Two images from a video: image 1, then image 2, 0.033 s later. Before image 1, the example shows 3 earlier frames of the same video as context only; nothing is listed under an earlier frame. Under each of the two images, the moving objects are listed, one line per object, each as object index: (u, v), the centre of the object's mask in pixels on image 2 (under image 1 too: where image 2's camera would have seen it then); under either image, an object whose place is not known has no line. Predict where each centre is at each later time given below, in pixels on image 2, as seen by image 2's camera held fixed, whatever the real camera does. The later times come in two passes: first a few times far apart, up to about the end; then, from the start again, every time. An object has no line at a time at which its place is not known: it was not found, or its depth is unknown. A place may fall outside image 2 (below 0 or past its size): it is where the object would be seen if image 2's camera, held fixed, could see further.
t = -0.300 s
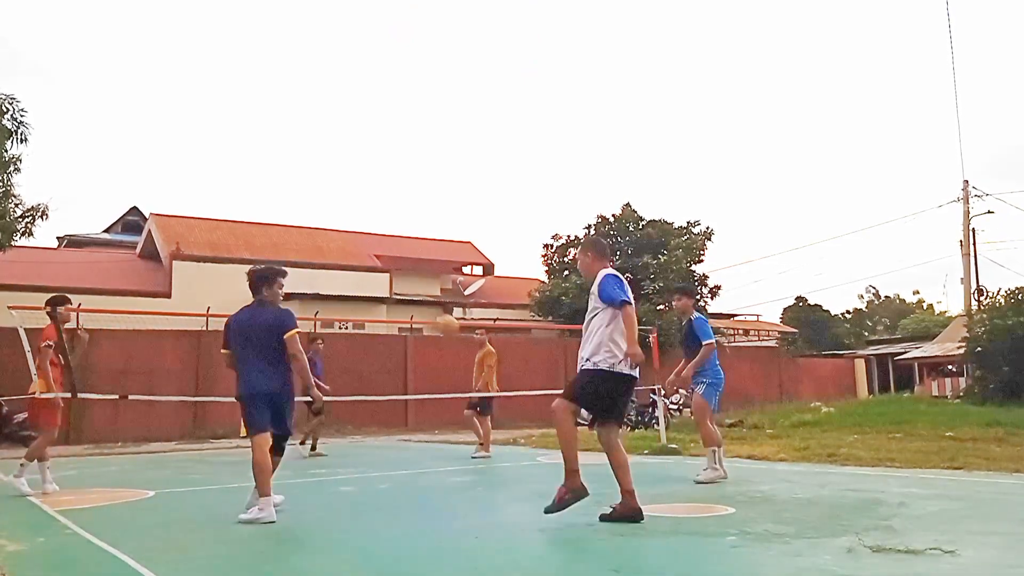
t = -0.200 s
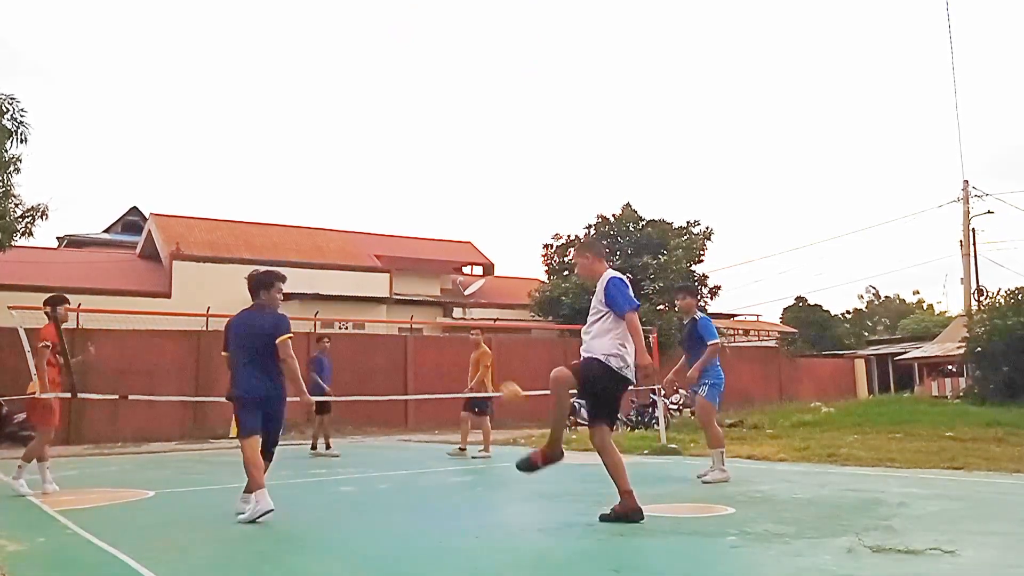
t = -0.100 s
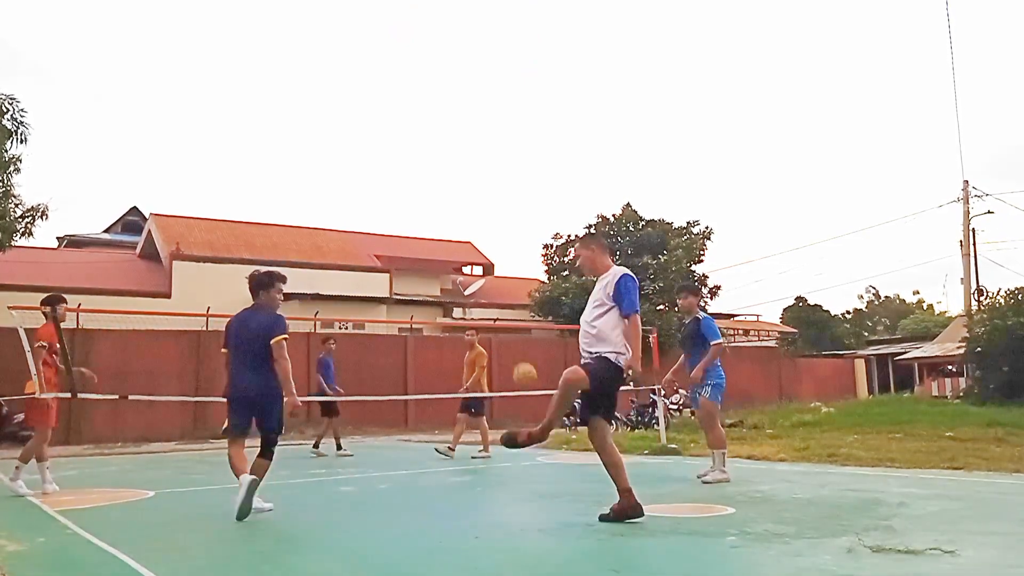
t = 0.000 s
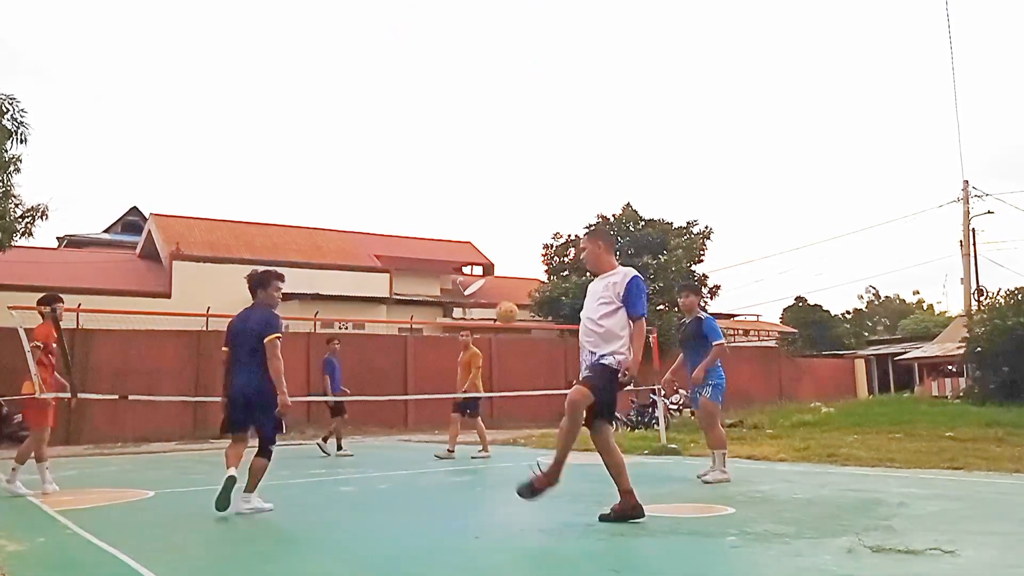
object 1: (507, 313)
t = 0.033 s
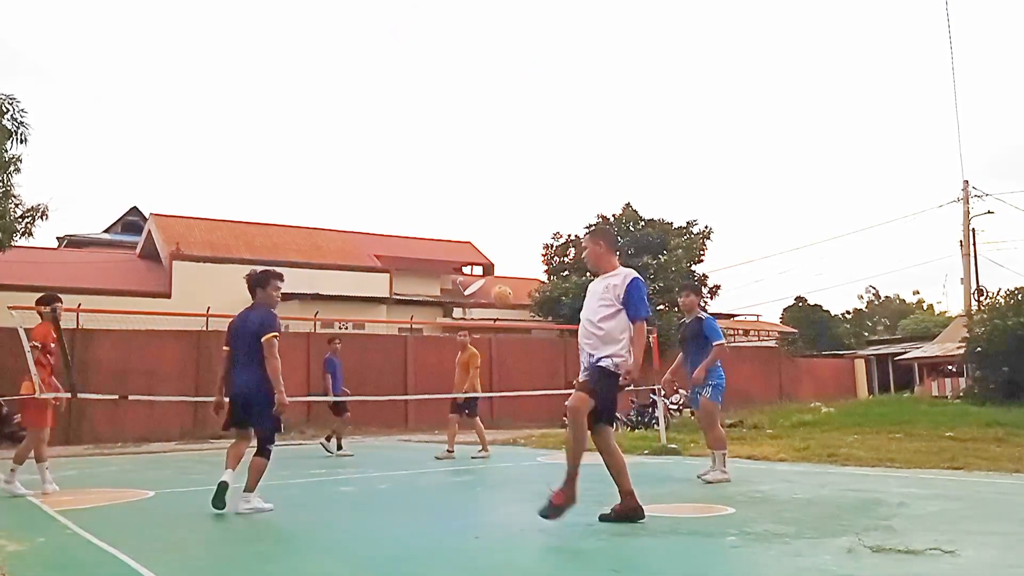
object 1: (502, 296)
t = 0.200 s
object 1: (474, 244)
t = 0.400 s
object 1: (445, 240)
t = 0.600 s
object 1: (418, 295)
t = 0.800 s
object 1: (392, 407)
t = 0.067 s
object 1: (495, 282)
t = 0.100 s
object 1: (490, 270)
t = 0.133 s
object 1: (485, 260)
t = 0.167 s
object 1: (480, 251)
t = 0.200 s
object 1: (474, 244)
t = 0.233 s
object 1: (469, 239)
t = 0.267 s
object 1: (464, 236)
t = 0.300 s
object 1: (460, 234)
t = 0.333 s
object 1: (455, 234)
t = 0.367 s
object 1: (450, 236)
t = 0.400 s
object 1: (445, 240)
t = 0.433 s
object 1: (441, 245)
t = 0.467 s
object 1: (436, 251)
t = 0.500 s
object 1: (432, 260)
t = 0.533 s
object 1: (427, 270)
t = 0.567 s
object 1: (423, 281)
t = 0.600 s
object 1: (418, 295)
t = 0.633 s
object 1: (414, 309)
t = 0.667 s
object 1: (410, 326)
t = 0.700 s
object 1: (405, 343)
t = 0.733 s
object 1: (401, 362)
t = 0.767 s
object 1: (396, 384)
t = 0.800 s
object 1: (392, 407)
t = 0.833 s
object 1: (387, 431)
